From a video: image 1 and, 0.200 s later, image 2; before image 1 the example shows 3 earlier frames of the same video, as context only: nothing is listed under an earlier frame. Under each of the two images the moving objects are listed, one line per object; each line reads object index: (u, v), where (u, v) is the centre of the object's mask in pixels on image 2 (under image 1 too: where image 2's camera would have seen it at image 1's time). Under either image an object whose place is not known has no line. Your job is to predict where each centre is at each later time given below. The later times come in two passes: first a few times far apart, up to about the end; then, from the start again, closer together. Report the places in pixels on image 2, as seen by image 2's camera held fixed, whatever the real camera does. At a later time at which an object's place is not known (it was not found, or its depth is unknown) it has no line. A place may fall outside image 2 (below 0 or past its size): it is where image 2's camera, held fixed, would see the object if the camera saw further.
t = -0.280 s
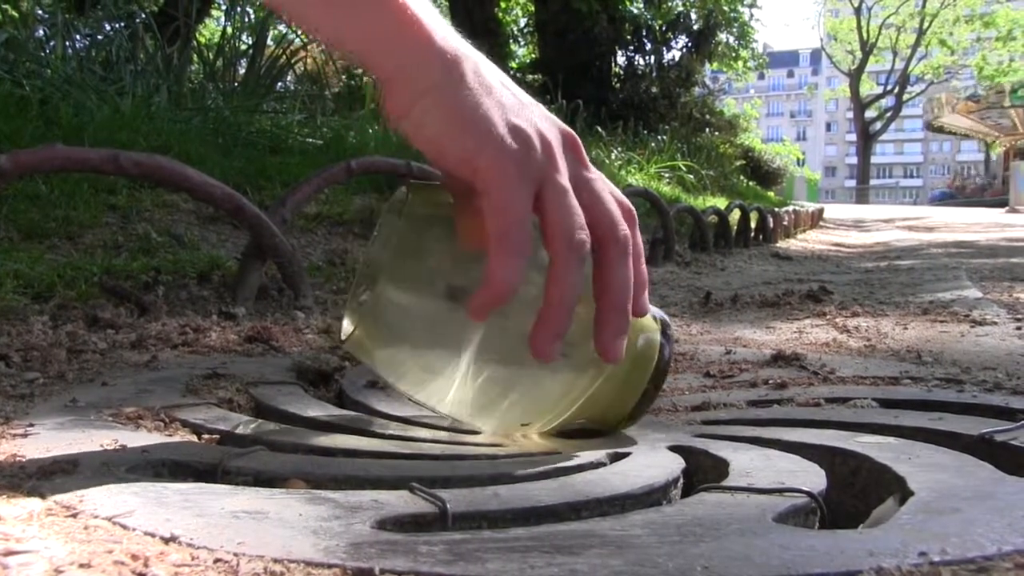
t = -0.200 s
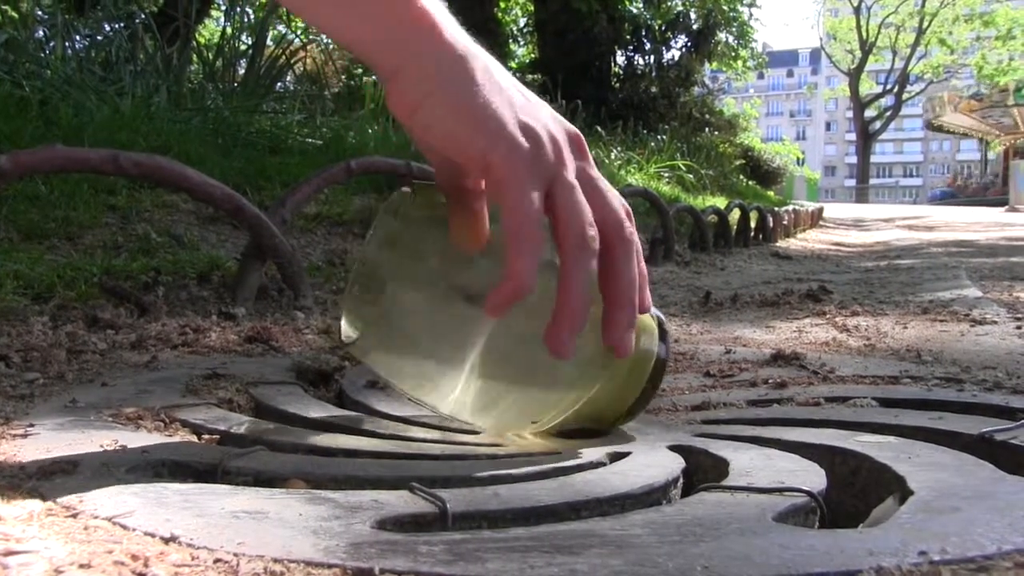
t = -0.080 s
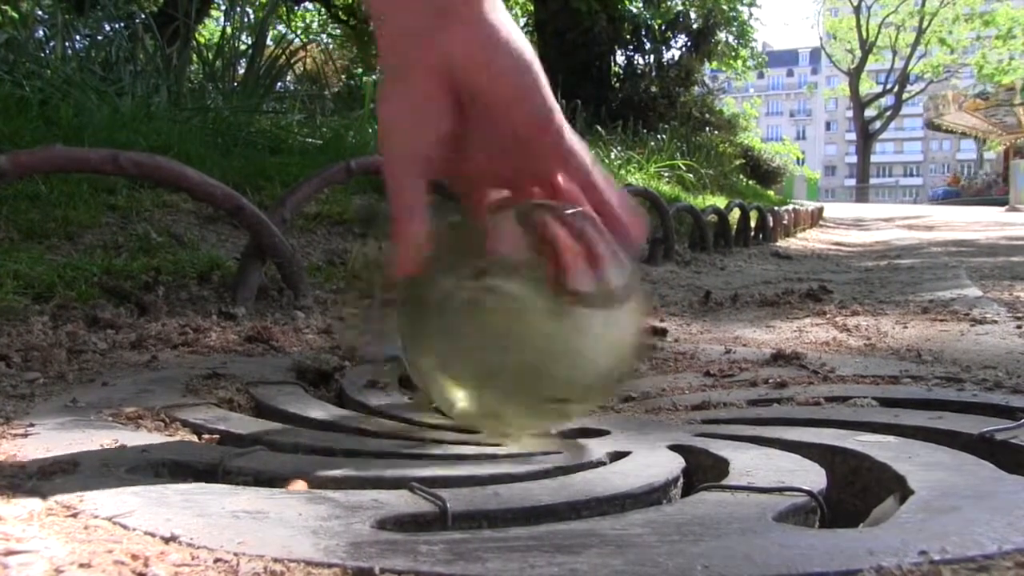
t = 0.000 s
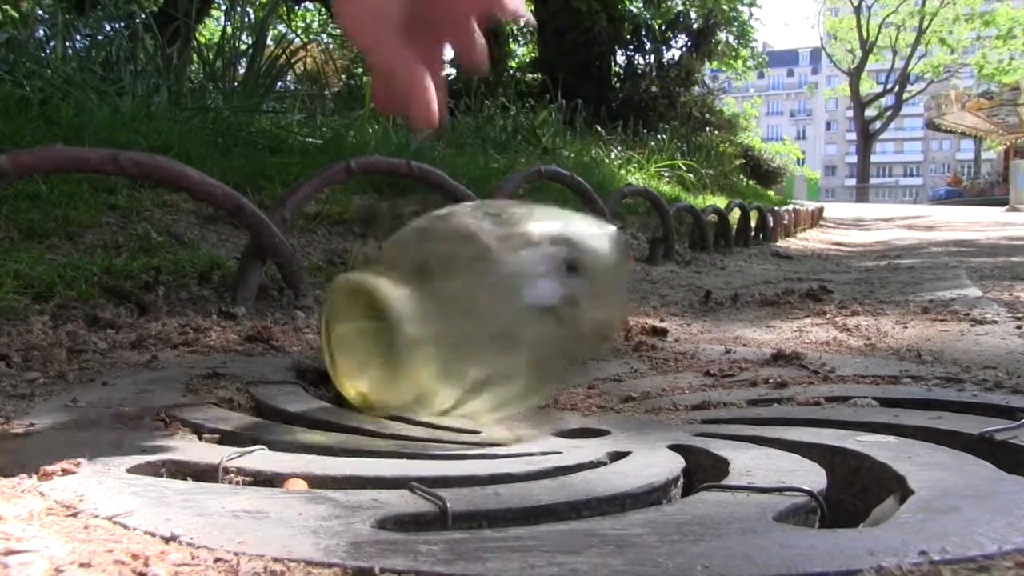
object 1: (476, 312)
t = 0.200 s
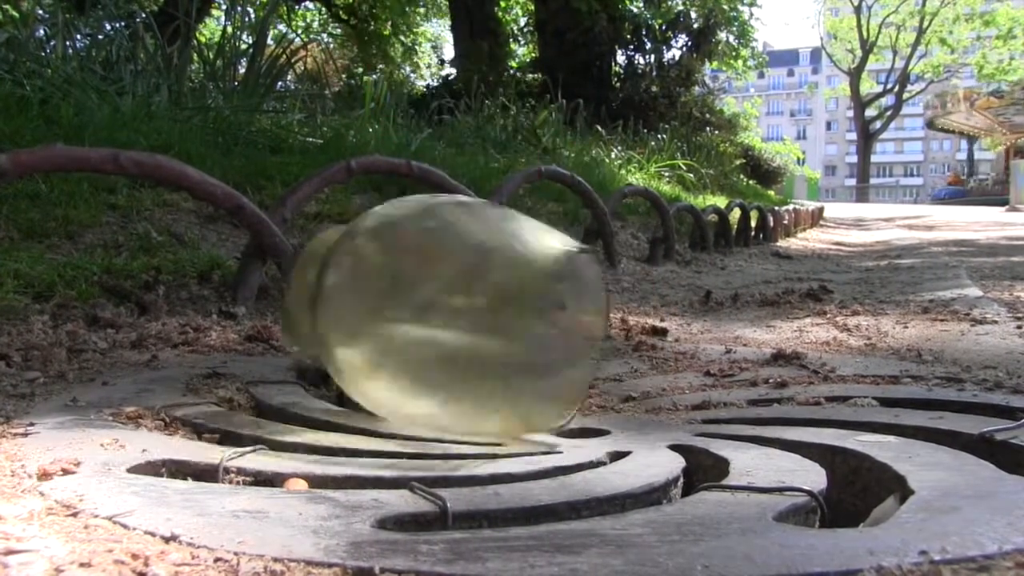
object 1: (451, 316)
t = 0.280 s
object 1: (407, 307)
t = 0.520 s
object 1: (422, 311)
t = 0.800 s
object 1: (447, 319)
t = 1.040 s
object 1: (428, 311)
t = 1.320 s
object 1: (522, 320)
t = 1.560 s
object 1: (628, 322)
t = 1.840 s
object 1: (568, 321)
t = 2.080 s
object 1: (526, 321)
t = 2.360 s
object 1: (614, 317)
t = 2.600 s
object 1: (574, 321)
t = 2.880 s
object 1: (579, 323)
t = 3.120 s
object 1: (526, 316)
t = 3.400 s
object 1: (534, 314)
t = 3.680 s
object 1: (657, 317)
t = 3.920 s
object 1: (568, 318)
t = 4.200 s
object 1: (614, 312)
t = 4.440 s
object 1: (603, 315)
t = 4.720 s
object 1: (538, 320)
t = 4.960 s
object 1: (622, 307)
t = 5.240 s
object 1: (669, 316)
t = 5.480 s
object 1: (657, 309)
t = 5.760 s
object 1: (655, 310)
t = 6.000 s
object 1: (659, 310)
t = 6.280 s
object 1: (659, 310)
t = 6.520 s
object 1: (659, 310)
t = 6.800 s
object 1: (659, 310)
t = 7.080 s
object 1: (659, 310)
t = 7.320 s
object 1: (659, 310)
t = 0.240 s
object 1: (438, 311)
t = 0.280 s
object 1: (407, 307)
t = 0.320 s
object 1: (383, 304)
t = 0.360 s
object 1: (349, 303)
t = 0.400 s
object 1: (340, 306)
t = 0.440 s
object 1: (368, 311)
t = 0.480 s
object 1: (428, 318)
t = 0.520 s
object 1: (422, 311)
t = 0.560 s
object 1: (415, 308)
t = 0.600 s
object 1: (394, 304)
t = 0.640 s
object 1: (377, 300)
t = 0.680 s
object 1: (353, 302)
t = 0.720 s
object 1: (349, 305)
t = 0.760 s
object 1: (377, 311)
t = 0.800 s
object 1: (447, 319)
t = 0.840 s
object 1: (463, 317)
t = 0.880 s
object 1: (467, 314)
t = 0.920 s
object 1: (449, 310)
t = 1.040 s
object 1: (428, 311)
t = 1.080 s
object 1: (437, 314)
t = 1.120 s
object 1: (513, 320)
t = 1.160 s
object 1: (562, 323)
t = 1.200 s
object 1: (565, 320)
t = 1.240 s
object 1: (553, 321)
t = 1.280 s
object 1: (535, 319)
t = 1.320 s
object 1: (522, 320)
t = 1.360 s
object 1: (499, 320)
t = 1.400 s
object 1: (502, 320)
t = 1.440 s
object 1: (516, 315)
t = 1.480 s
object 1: (590, 323)
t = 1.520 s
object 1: (626, 324)
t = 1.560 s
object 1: (628, 322)
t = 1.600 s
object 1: (608, 322)
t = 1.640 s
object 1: (586, 322)
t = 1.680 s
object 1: (561, 323)
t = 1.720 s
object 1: (529, 323)
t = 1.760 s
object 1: (520, 322)
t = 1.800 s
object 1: (515, 320)
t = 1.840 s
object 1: (568, 321)
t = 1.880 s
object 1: (626, 322)
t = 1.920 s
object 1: (617, 323)
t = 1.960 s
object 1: (608, 323)
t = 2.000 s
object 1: (577, 325)
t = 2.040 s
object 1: (550, 321)
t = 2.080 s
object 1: (526, 321)
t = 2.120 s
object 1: (505, 319)
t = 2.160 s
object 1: (507, 320)
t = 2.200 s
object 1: (512, 316)
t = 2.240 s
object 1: (565, 317)
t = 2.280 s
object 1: (609, 315)
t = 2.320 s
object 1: (615, 320)
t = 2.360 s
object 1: (614, 317)
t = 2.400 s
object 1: (603, 313)
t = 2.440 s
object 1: (593, 314)
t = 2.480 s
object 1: (588, 318)
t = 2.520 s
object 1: (573, 320)
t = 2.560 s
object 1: (576, 321)
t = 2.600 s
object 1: (574, 321)
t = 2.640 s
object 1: (608, 322)
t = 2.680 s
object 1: (657, 323)
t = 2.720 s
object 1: (676, 321)
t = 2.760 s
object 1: (661, 321)
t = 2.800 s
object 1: (647, 321)
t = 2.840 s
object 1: (614, 324)
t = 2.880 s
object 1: (579, 323)
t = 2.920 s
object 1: (549, 324)
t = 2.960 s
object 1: (512, 319)
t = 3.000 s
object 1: (493, 318)
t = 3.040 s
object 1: (480, 317)
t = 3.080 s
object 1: (487, 316)
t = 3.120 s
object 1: (526, 316)
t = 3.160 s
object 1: (562, 315)
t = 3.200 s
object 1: (562, 317)
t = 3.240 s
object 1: (564, 316)
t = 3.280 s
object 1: (555, 316)
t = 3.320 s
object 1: (548, 315)
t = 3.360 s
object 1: (539, 312)
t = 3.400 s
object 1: (534, 314)
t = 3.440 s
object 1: (528, 311)
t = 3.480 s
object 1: (538, 314)
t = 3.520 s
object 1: (540, 316)
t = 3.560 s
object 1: (562, 317)
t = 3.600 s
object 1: (603, 320)
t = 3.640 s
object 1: (646, 318)
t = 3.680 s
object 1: (657, 317)
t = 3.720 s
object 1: (651, 317)
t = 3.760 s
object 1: (648, 314)
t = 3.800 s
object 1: (629, 314)
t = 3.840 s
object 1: (608, 315)
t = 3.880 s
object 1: (588, 315)
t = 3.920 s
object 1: (568, 318)
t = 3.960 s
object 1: (546, 316)
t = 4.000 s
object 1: (526, 316)
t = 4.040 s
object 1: (530, 321)
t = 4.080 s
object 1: (524, 318)
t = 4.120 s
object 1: (536, 317)
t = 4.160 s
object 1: (574, 316)
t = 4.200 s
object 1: (614, 312)
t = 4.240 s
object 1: (635, 314)
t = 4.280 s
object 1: (636, 317)
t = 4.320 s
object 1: (641, 314)
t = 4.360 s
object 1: (633, 313)
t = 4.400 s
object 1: (616, 315)
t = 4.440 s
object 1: (603, 315)
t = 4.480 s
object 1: (590, 318)
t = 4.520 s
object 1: (577, 320)
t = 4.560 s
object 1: (564, 319)
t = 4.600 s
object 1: (550, 317)
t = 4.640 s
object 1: (538, 317)
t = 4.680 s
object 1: (537, 320)
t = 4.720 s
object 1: (538, 320)
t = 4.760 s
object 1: (536, 317)
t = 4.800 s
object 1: (540, 313)
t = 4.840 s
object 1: (553, 310)
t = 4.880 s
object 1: (575, 308)
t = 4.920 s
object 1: (599, 308)
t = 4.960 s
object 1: (622, 307)
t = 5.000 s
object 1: (643, 307)
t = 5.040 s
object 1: (658, 309)
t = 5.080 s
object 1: (665, 311)
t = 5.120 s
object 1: (668, 313)
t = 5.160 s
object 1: (669, 314)
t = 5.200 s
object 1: (668, 316)
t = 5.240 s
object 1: (669, 316)
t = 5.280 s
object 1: (671, 314)
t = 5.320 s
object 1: (671, 312)
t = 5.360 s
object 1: (668, 310)
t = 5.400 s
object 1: (665, 310)
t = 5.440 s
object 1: (661, 310)
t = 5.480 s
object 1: (657, 309)
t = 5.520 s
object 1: (654, 309)
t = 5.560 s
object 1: (652, 309)
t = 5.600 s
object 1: (651, 309)
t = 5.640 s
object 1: (651, 309)
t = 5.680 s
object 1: (651, 309)
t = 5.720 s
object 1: (653, 309)
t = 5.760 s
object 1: (655, 310)
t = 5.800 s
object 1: (658, 310)
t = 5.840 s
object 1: (659, 310)
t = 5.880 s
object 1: (659, 310)
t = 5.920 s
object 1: (659, 310)
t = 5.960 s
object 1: (659, 310)
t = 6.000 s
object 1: (659, 310)
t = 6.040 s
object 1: (659, 310)
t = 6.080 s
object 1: (659, 310)
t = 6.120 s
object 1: (659, 310)
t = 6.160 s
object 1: (659, 310)
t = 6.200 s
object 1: (659, 310)
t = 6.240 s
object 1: (659, 310)
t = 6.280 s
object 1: (659, 310)
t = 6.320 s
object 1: (659, 310)
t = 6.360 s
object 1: (659, 310)
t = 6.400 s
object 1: (659, 310)
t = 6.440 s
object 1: (659, 310)
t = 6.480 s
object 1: (659, 310)
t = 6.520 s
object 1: (659, 310)
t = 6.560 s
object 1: (659, 310)
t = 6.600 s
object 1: (659, 310)
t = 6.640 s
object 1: (659, 310)
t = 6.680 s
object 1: (659, 310)
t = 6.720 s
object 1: (659, 310)
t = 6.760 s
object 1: (659, 310)
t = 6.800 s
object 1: (659, 310)
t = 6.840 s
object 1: (659, 310)
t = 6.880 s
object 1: (659, 310)
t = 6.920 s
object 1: (659, 310)
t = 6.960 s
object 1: (659, 310)
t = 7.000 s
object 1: (659, 310)
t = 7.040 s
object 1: (659, 310)
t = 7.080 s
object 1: (659, 310)
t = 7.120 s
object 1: (659, 310)
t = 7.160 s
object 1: (659, 310)
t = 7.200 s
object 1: (659, 310)
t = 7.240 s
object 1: (659, 310)
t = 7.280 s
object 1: (659, 310)
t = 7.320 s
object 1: (659, 310)
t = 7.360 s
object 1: (659, 310)
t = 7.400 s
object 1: (659, 310)
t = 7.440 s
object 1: (659, 310)
